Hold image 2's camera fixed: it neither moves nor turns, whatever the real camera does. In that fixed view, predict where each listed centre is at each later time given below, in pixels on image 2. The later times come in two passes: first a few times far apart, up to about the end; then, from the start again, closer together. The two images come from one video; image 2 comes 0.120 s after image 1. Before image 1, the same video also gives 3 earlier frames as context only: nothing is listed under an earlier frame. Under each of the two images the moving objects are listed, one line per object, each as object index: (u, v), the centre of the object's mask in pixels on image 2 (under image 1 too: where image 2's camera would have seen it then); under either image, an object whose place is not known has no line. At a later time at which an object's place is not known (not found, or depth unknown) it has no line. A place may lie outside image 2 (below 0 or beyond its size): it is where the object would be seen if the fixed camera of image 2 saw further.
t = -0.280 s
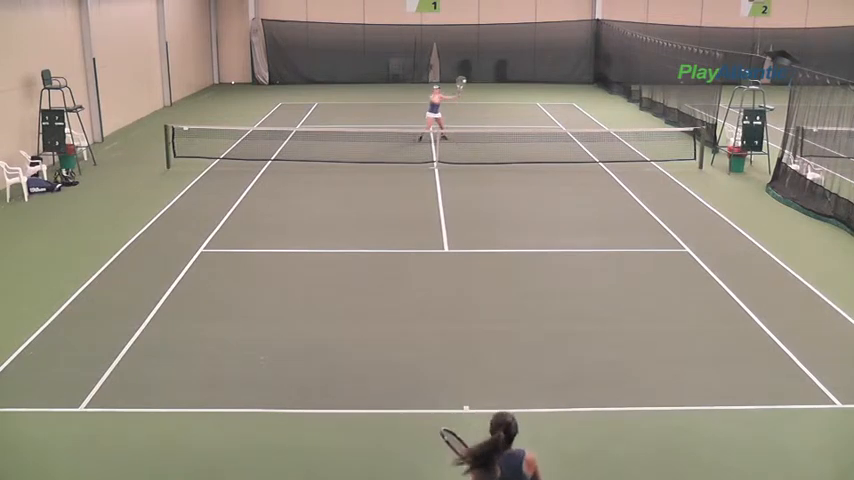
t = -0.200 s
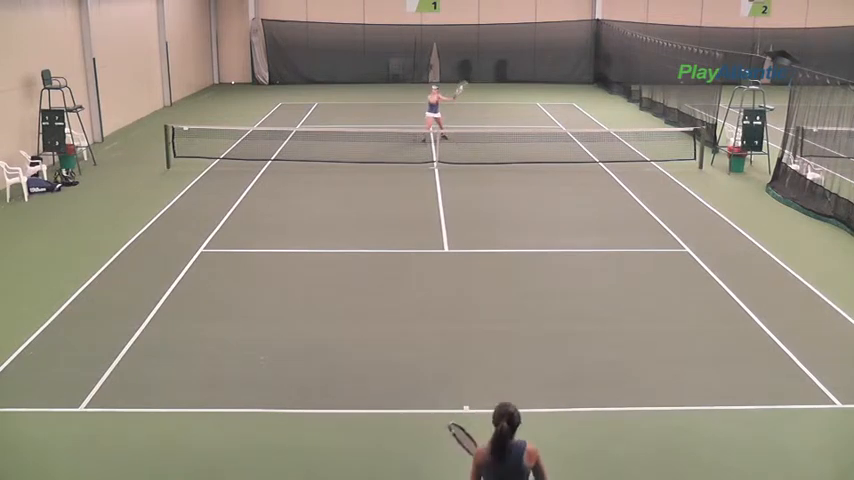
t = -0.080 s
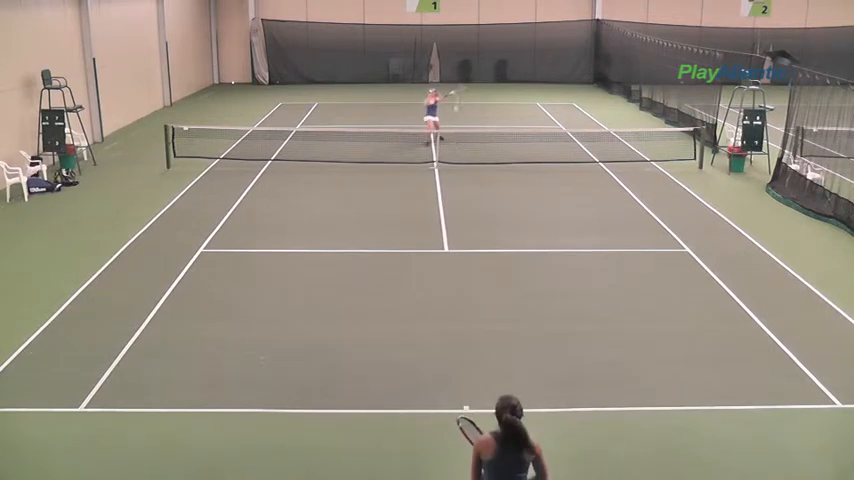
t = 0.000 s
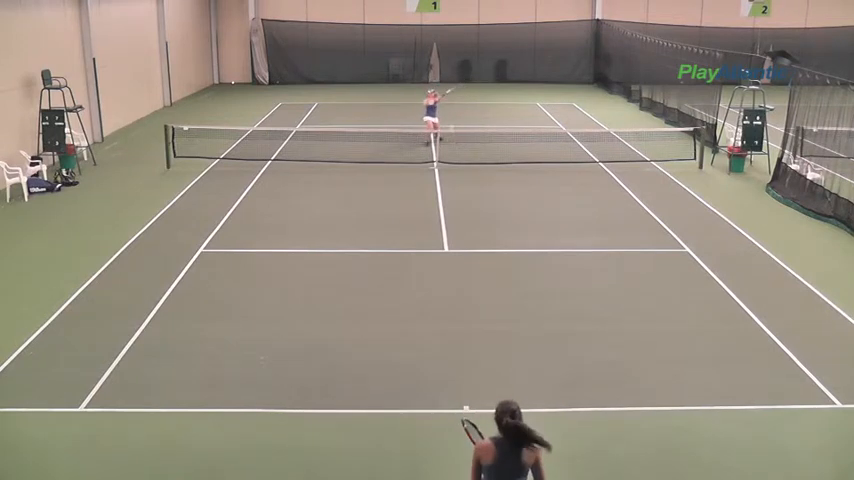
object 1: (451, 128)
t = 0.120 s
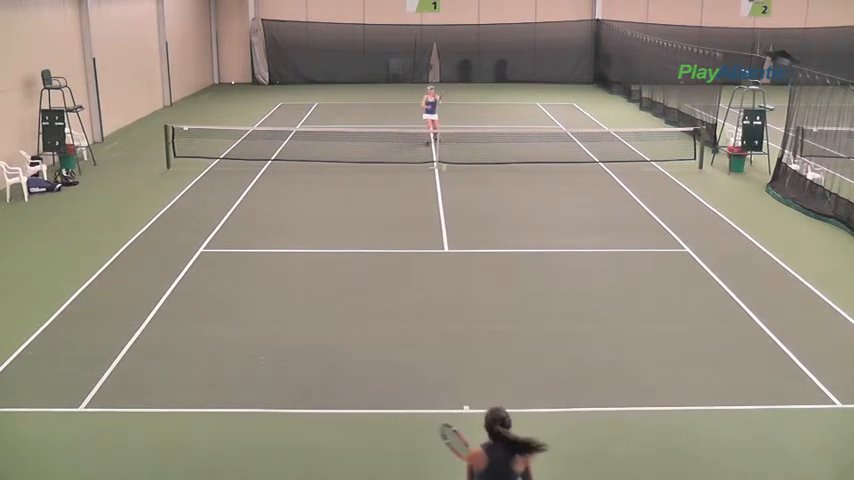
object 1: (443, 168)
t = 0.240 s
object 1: (434, 223)
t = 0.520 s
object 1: (420, 235)
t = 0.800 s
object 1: (396, 310)
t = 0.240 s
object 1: (434, 223)
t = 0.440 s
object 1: (424, 229)
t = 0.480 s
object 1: (422, 231)
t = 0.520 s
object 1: (420, 235)
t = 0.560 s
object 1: (417, 240)
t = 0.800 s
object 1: (396, 310)
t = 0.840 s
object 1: (391, 329)
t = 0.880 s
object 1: (387, 352)
